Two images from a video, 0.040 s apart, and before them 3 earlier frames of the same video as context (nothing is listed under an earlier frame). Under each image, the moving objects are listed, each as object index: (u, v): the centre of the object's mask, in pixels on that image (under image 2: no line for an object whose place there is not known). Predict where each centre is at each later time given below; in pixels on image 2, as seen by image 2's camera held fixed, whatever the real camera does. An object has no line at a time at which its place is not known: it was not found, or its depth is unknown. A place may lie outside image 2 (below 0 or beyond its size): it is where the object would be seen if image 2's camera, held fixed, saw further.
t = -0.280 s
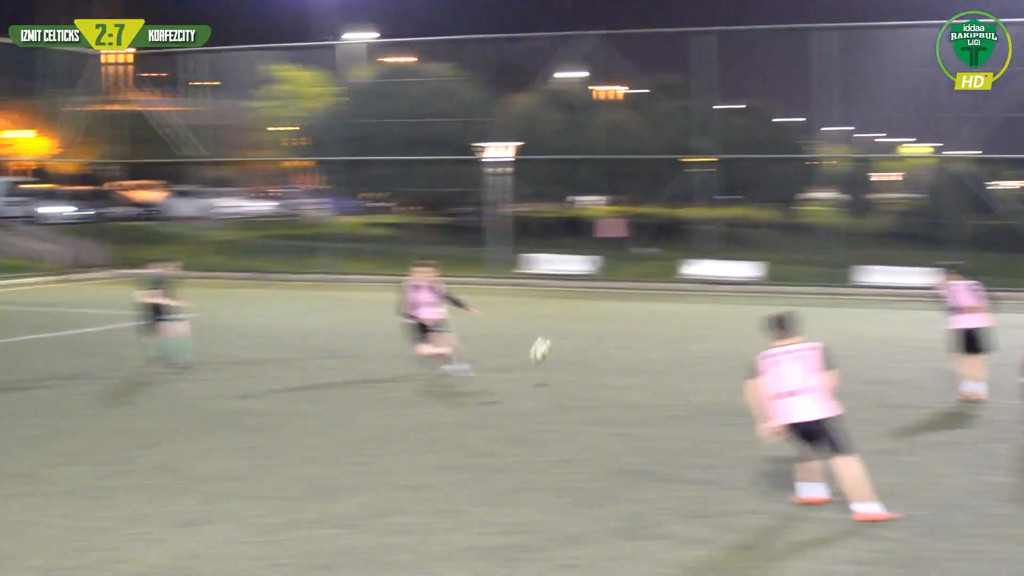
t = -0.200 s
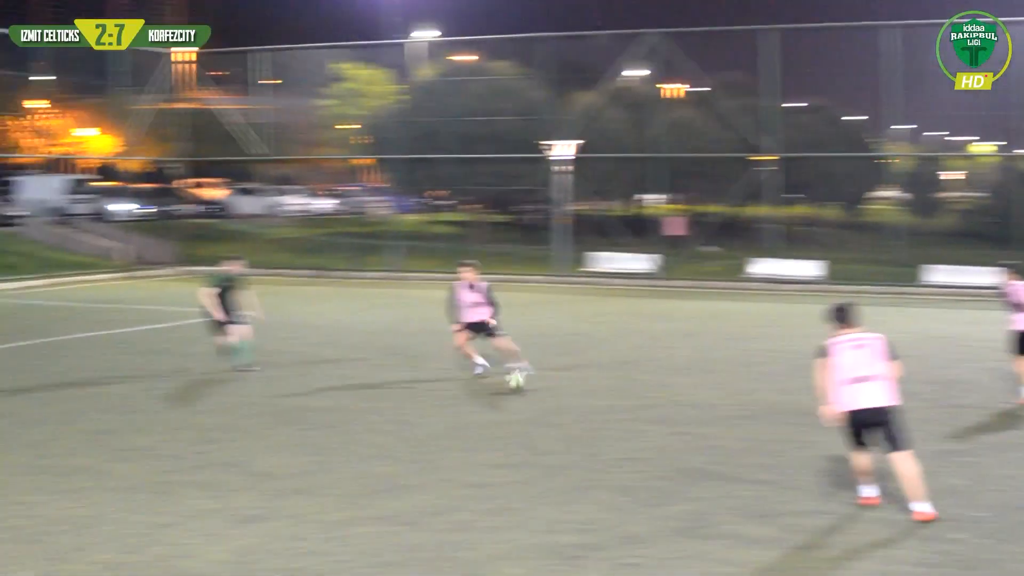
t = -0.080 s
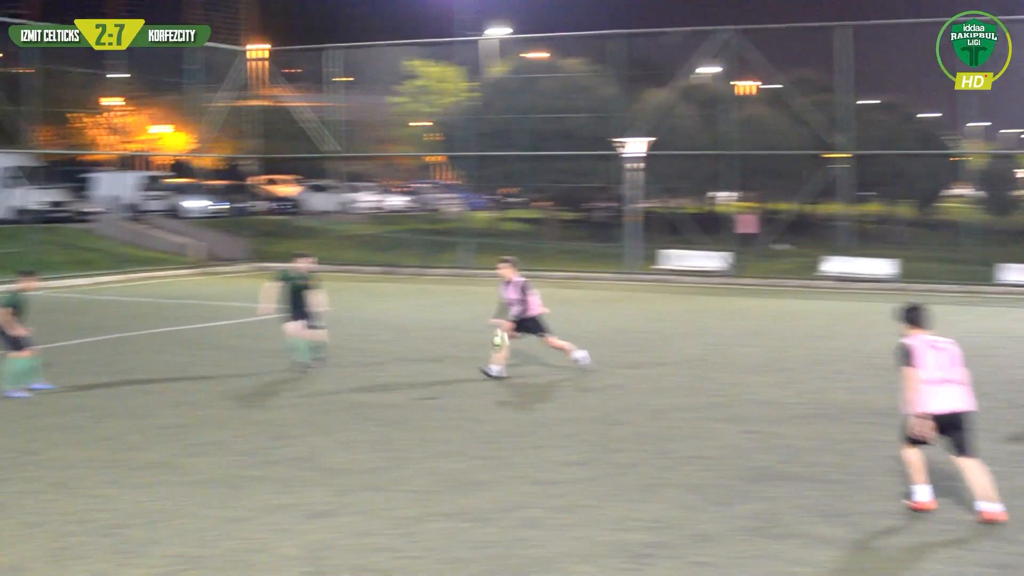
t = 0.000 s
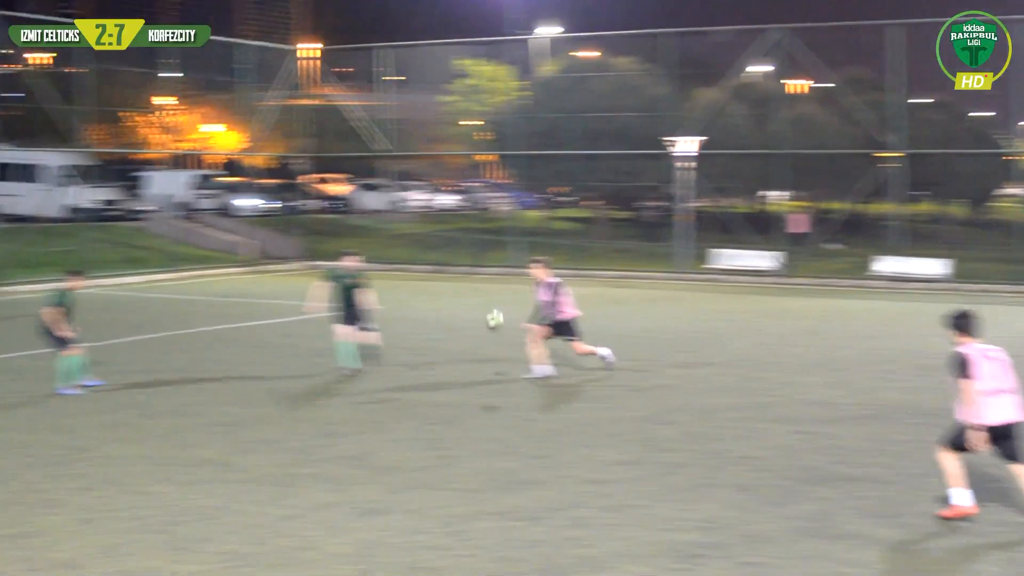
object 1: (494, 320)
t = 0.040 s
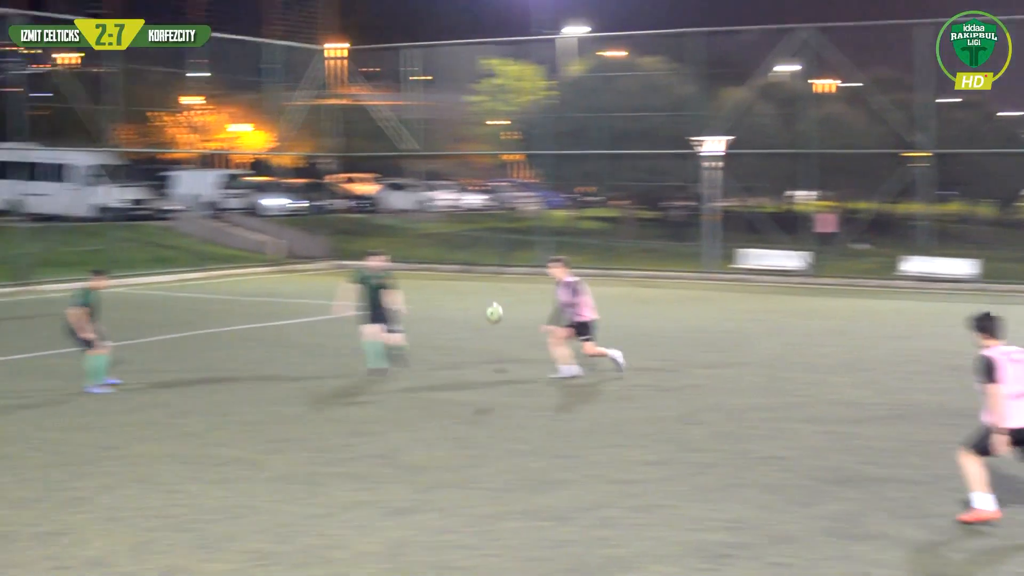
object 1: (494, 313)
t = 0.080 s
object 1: (468, 307)
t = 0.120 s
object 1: (443, 303)
